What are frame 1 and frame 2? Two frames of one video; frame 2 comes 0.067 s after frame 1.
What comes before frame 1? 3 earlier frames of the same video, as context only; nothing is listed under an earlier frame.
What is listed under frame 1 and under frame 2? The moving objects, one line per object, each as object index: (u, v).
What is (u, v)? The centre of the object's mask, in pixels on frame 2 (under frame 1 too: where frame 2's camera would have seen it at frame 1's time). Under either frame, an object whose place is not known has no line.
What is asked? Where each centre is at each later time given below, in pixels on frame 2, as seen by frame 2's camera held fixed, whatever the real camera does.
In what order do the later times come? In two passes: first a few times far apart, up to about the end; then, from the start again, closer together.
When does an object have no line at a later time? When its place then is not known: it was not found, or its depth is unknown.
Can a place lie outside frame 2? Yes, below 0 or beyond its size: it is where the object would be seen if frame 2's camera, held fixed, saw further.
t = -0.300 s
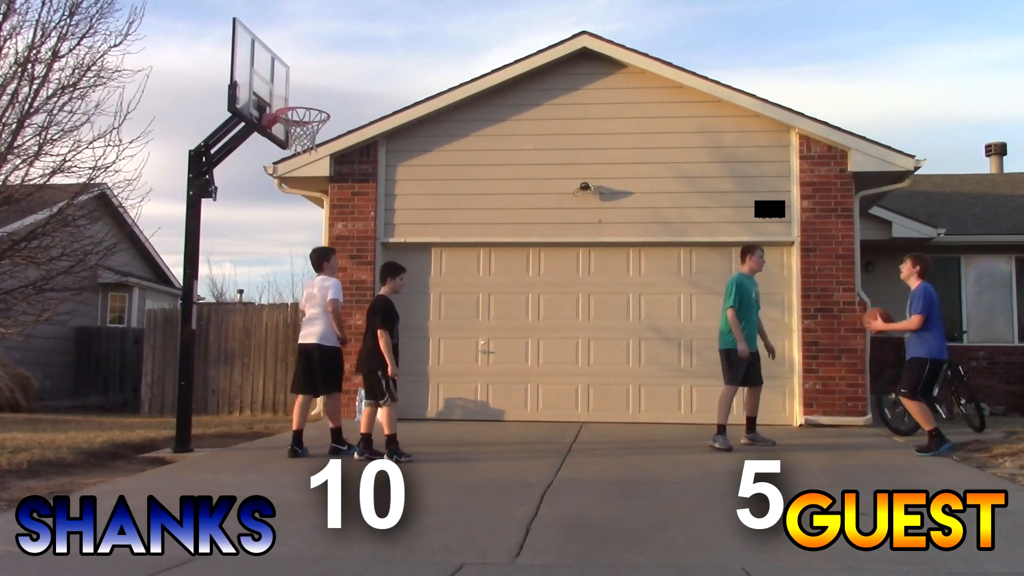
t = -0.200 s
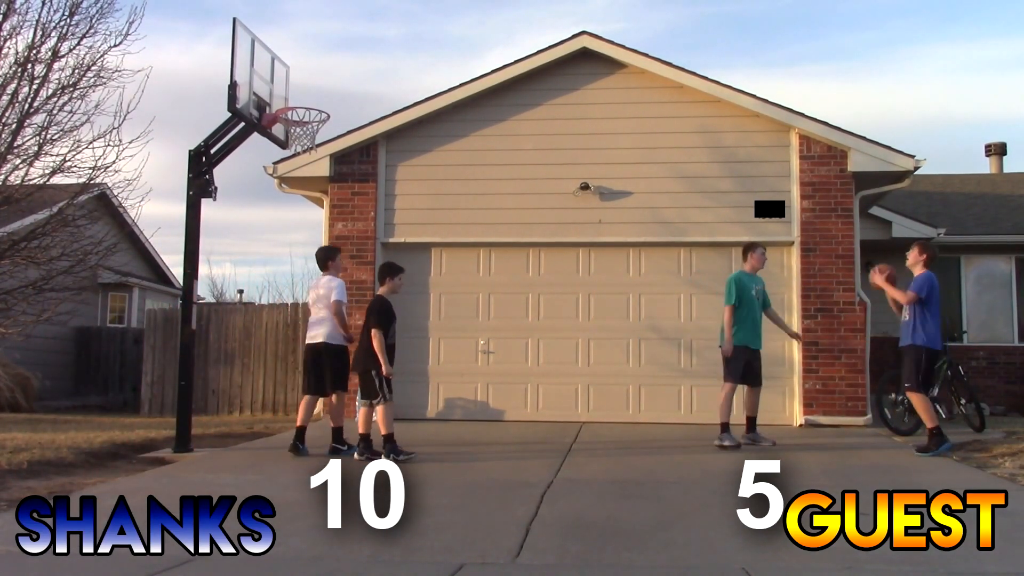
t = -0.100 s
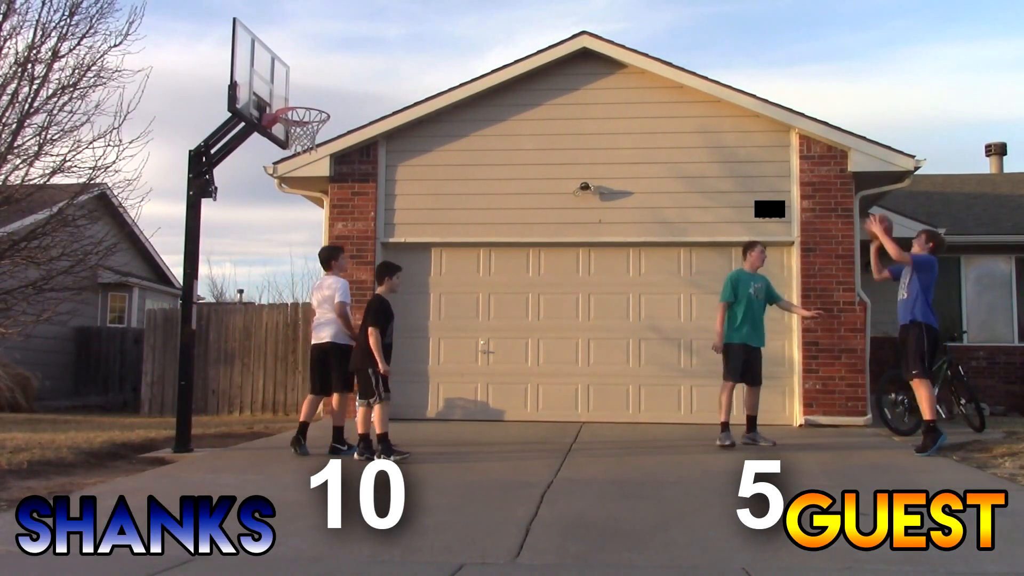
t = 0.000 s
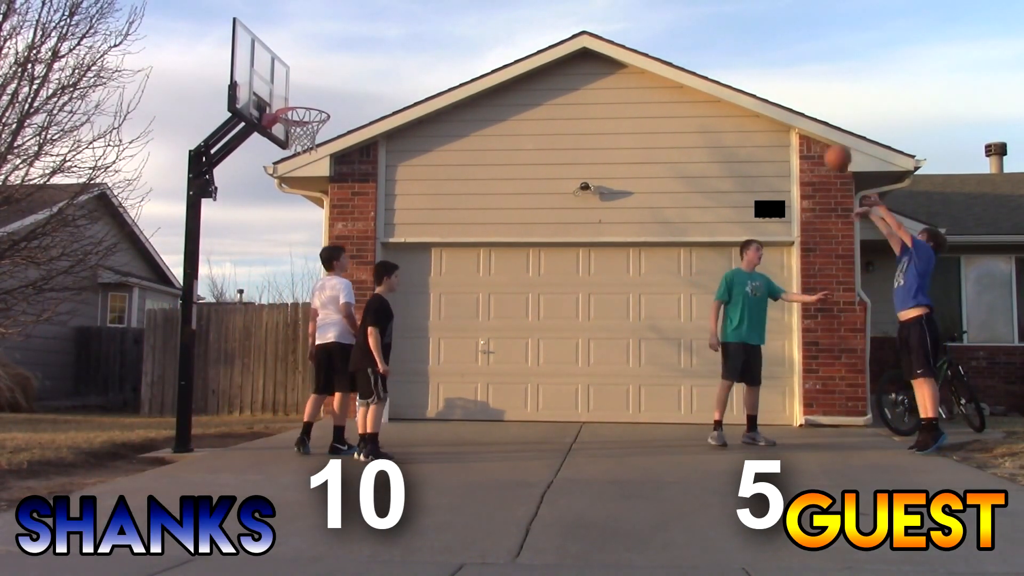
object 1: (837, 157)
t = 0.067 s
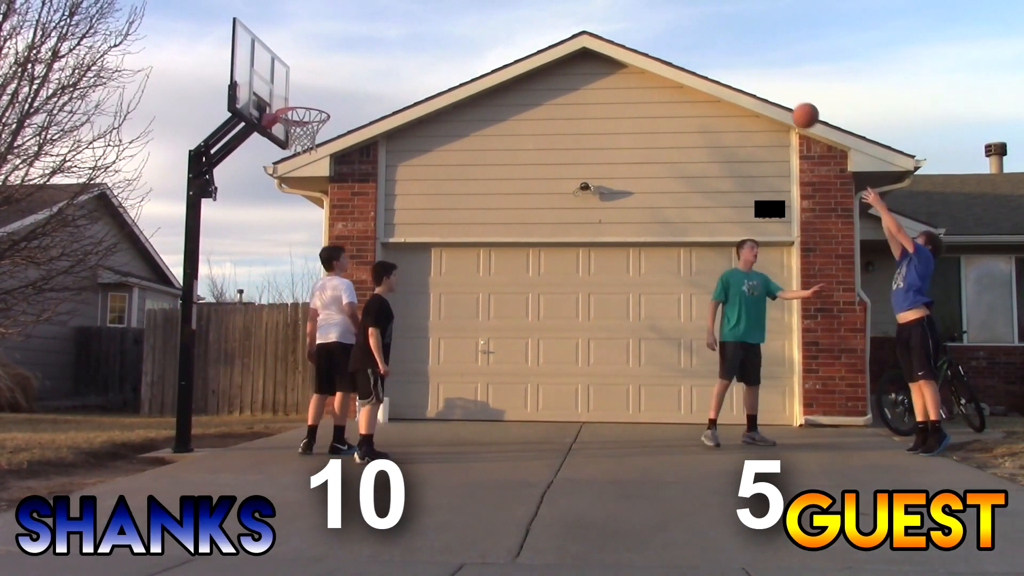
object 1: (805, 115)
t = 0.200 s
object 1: (743, 46)
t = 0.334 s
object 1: (681, 4)
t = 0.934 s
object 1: (412, 7)
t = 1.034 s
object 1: (366, 40)
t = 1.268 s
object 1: (292, 118)
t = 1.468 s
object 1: (310, 137)
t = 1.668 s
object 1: (292, 153)
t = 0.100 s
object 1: (789, 96)
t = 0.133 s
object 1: (774, 78)
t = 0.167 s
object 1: (758, 61)
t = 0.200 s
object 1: (743, 46)
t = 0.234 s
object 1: (727, 32)
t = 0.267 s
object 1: (712, 19)
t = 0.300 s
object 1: (697, 9)
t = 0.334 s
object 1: (681, 4)
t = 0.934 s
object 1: (412, 7)
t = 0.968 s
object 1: (396, 13)
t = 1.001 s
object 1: (381, 26)
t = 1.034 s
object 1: (366, 40)
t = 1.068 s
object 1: (351, 55)
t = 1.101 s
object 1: (336, 72)
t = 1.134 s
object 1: (321, 89)
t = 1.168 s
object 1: (307, 103)
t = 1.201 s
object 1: (298, 109)
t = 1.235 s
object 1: (288, 115)
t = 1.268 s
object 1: (292, 118)
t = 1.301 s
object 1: (299, 125)
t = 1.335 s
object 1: (304, 129)
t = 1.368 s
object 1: (306, 135)
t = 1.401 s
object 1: (307, 136)
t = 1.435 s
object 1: (309, 136)
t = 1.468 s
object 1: (310, 137)
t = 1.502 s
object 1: (307, 138)
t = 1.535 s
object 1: (303, 140)
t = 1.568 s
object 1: (301, 141)
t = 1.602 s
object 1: (297, 142)
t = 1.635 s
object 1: (295, 147)
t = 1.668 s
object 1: (292, 153)
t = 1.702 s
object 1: (289, 160)
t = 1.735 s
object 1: (286, 169)
